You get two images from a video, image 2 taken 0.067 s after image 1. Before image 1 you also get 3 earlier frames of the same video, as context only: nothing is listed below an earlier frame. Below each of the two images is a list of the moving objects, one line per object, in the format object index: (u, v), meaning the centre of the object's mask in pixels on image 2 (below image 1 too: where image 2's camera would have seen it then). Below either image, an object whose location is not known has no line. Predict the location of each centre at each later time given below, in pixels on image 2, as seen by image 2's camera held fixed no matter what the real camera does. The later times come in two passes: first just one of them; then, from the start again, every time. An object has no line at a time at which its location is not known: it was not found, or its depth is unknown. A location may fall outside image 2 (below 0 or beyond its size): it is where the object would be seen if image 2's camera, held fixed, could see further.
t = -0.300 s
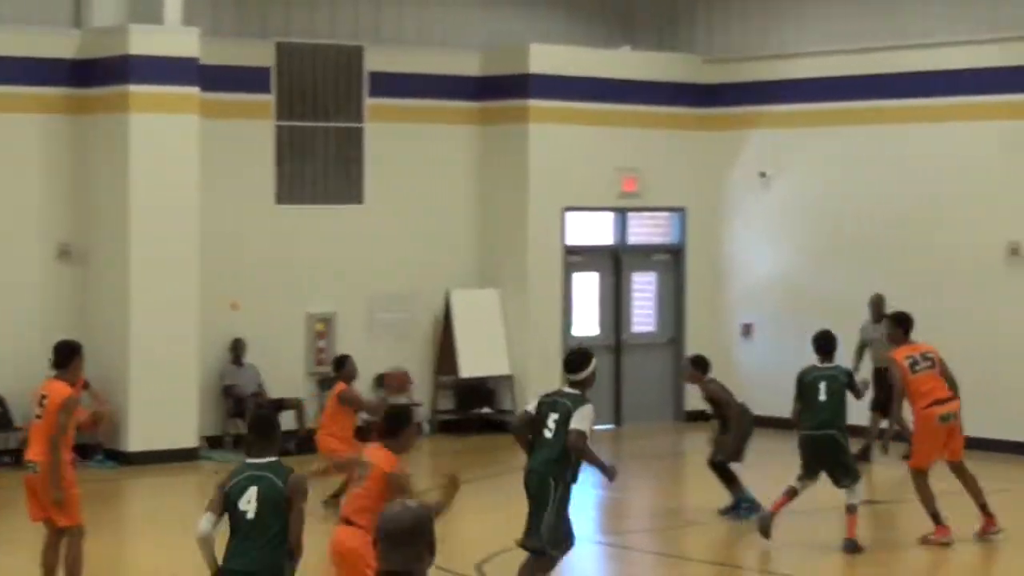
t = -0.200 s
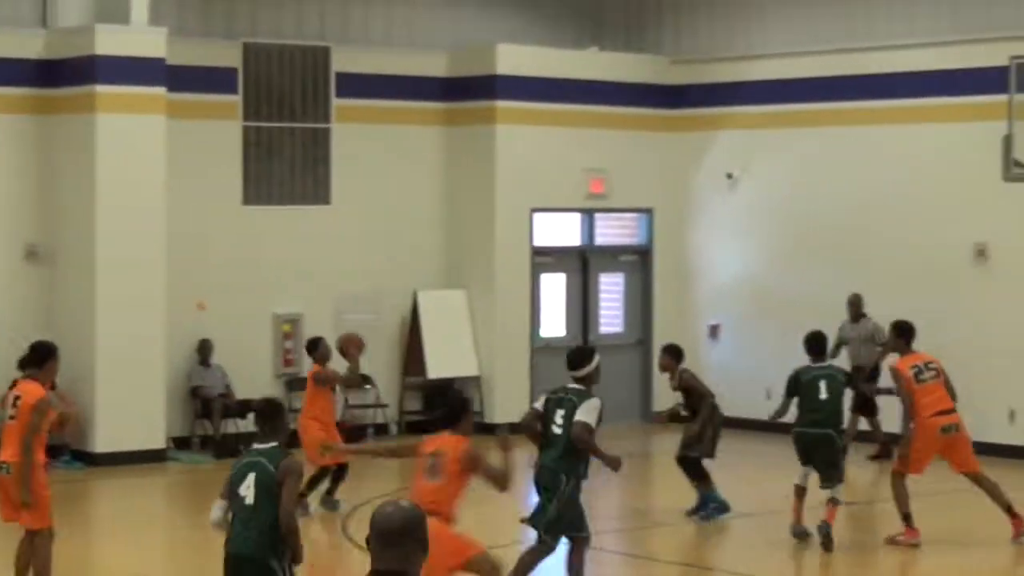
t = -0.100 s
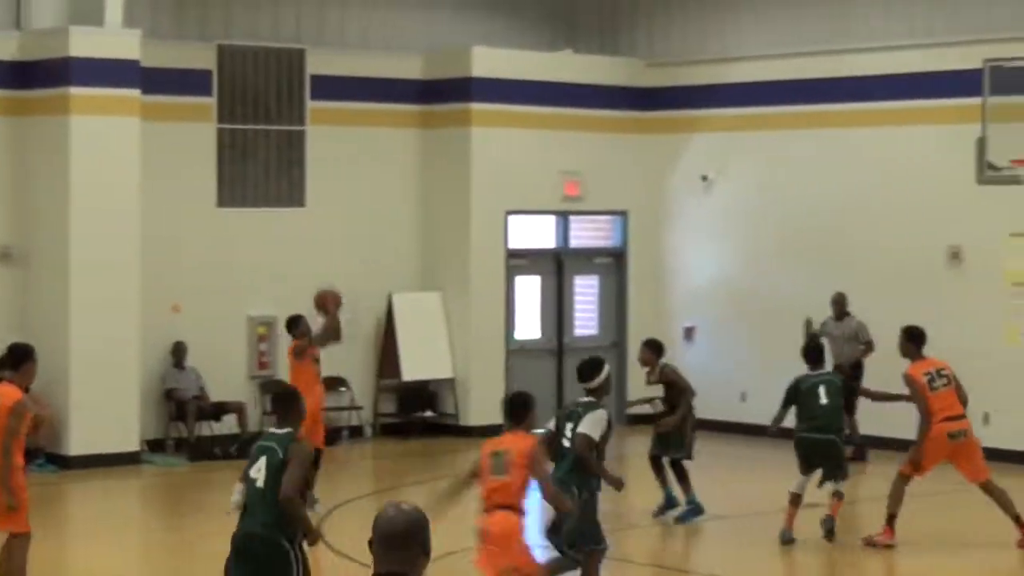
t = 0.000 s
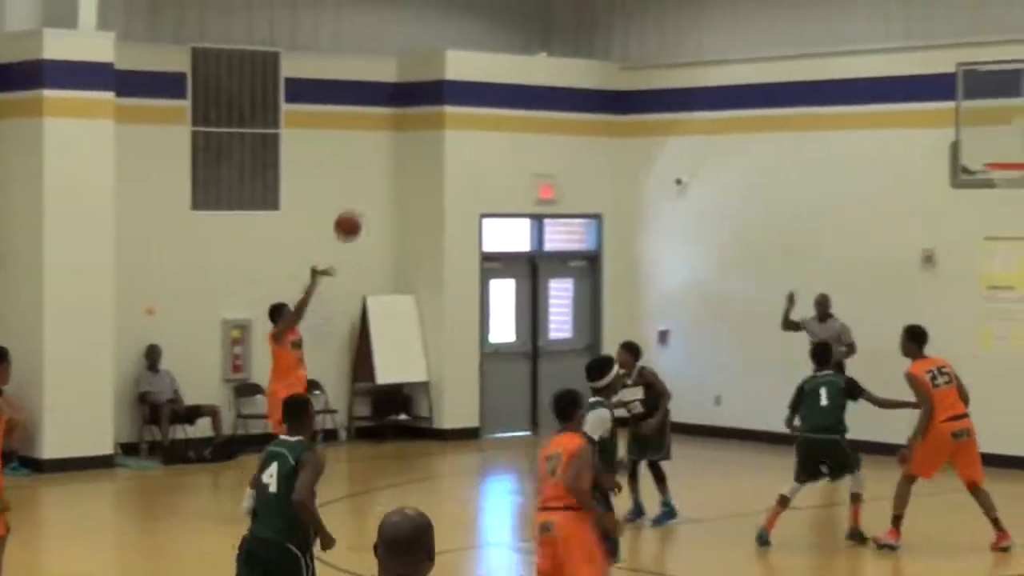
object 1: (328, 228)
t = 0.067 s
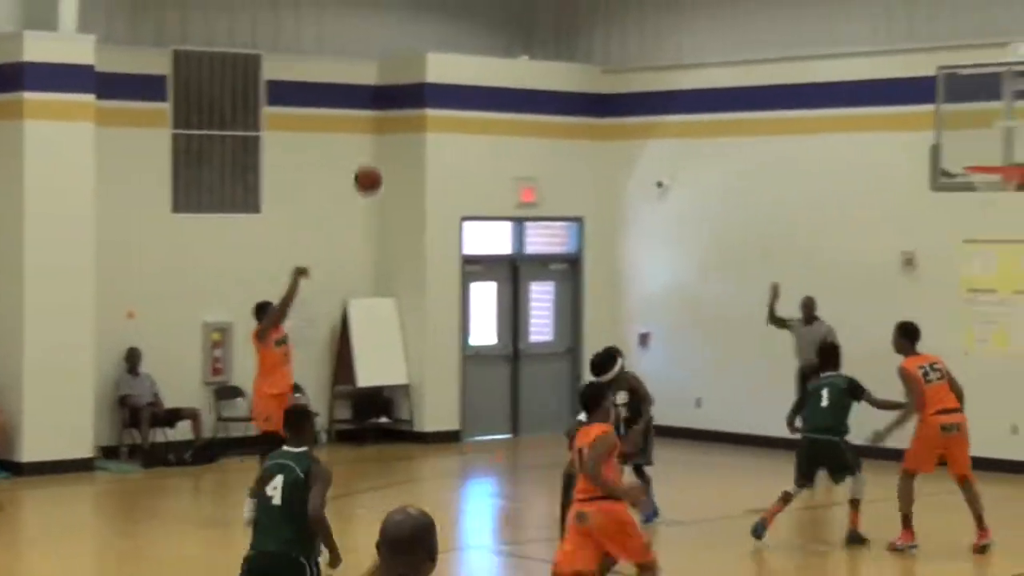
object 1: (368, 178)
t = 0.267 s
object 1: (484, 65)
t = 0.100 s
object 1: (387, 157)
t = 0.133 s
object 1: (407, 136)
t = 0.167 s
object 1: (426, 116)
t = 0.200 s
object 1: (446, 98)
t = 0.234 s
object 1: (465, 79)
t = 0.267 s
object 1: (484, 65)
